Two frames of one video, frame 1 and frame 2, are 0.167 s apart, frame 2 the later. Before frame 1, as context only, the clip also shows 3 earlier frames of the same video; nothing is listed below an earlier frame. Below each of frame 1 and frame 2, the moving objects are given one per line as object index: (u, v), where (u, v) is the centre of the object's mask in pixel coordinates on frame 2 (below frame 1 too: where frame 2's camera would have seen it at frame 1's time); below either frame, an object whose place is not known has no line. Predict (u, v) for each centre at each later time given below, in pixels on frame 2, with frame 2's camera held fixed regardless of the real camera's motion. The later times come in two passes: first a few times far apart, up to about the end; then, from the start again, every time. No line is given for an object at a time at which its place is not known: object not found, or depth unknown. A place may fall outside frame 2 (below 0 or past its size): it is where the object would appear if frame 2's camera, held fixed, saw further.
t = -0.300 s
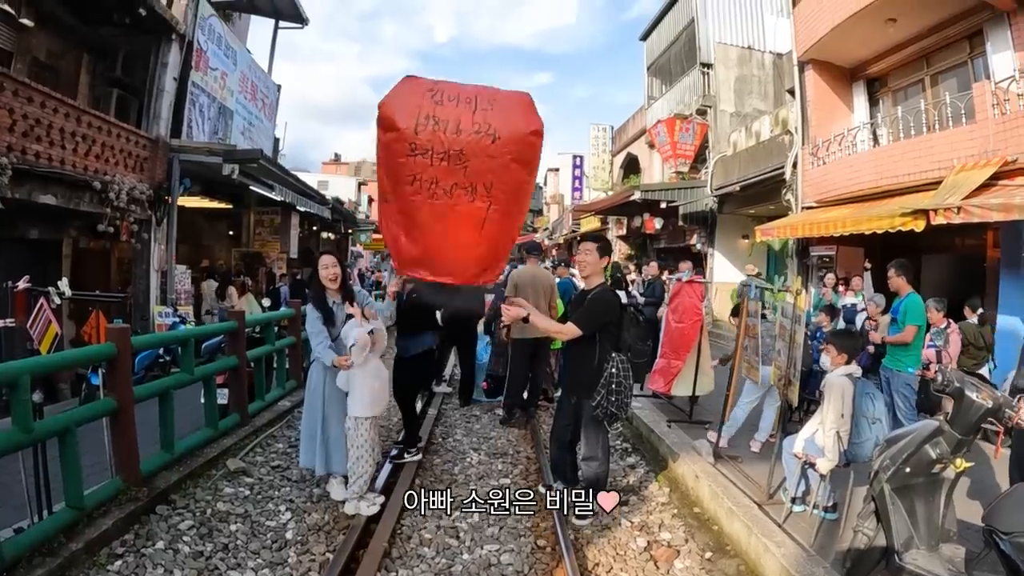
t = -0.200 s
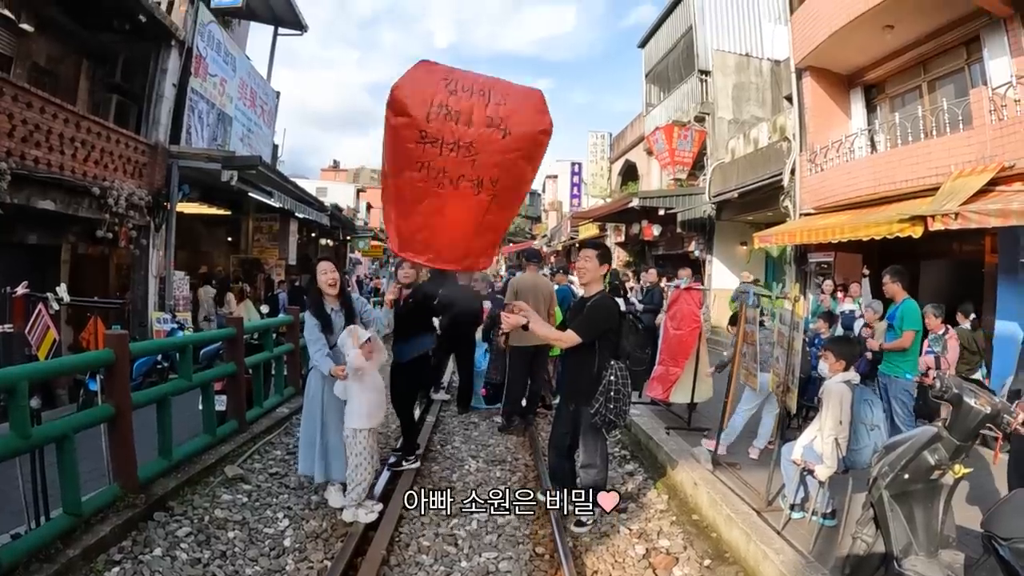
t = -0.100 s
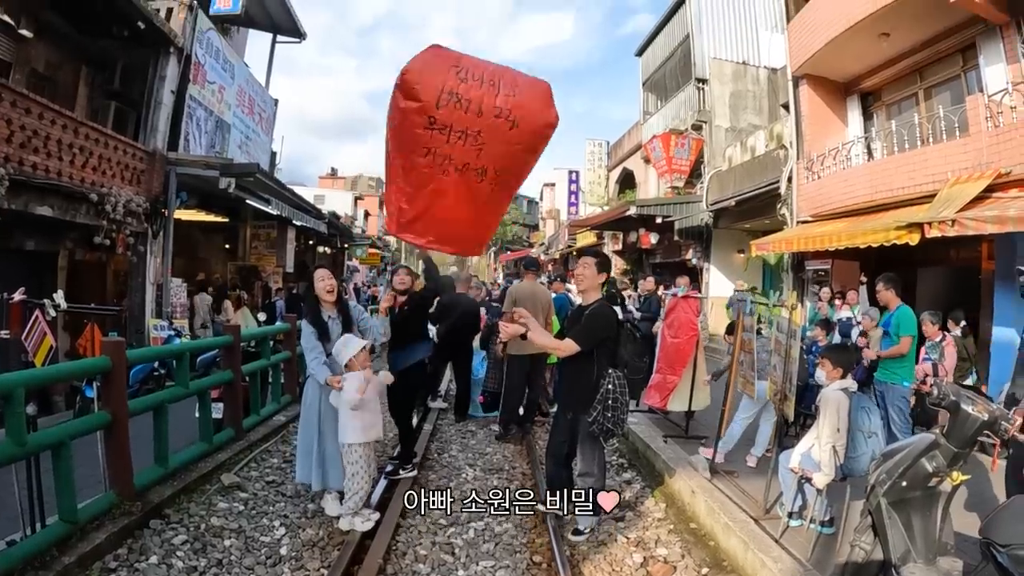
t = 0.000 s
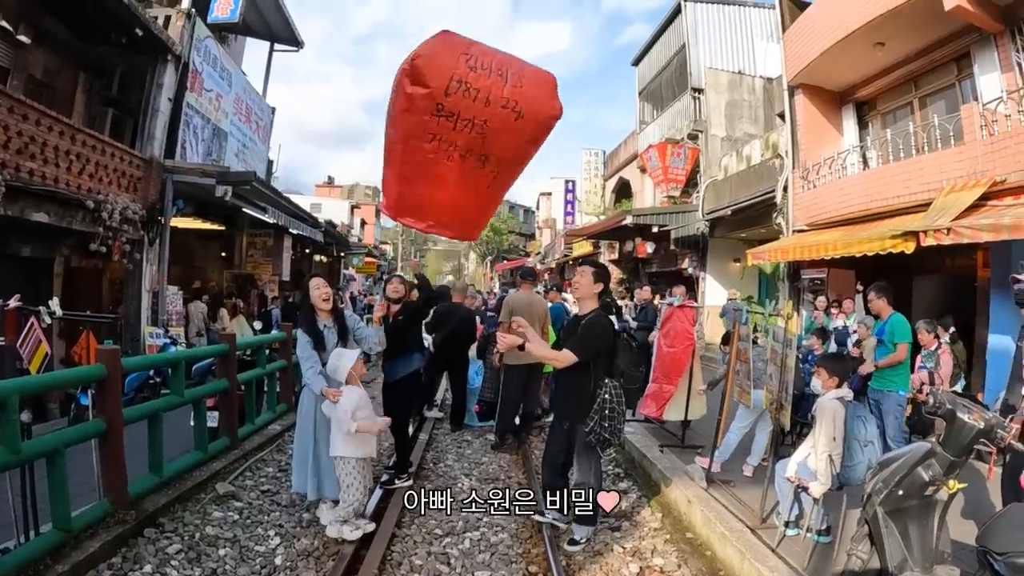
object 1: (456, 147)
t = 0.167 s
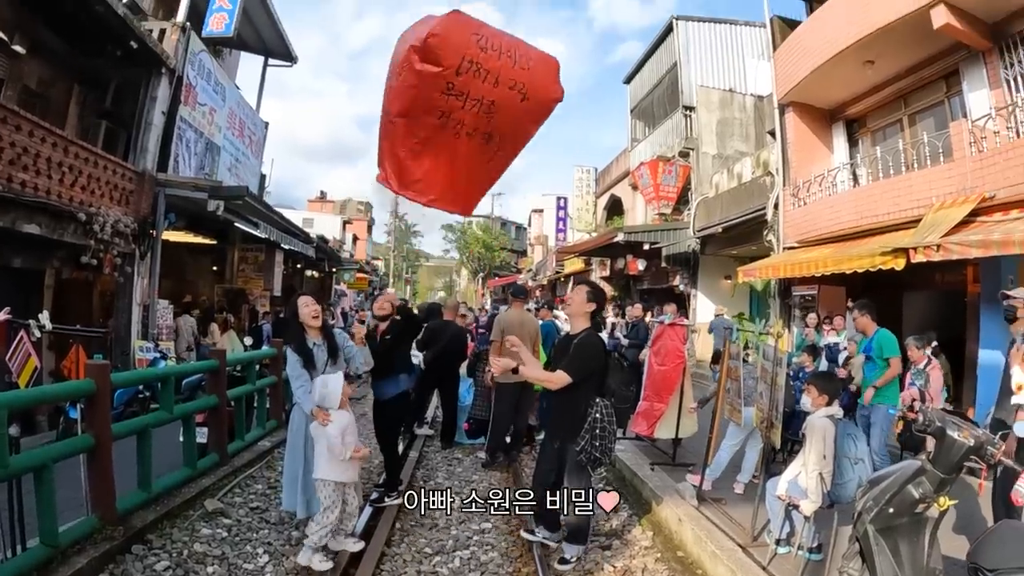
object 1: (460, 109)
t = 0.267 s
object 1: (462, 85)
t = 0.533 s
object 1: (471, 26)
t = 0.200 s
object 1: (461, 101)
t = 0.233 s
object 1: (462, 93)
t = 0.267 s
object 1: (462, 85)
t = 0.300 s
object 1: (463, 77)
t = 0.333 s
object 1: (464, 70)
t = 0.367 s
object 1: (465, 62)
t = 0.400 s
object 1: (467, 55)
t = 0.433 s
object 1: (468, 48)
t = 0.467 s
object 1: (469, 40)
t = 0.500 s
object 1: (470, 33)
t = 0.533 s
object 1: (471, 26)
